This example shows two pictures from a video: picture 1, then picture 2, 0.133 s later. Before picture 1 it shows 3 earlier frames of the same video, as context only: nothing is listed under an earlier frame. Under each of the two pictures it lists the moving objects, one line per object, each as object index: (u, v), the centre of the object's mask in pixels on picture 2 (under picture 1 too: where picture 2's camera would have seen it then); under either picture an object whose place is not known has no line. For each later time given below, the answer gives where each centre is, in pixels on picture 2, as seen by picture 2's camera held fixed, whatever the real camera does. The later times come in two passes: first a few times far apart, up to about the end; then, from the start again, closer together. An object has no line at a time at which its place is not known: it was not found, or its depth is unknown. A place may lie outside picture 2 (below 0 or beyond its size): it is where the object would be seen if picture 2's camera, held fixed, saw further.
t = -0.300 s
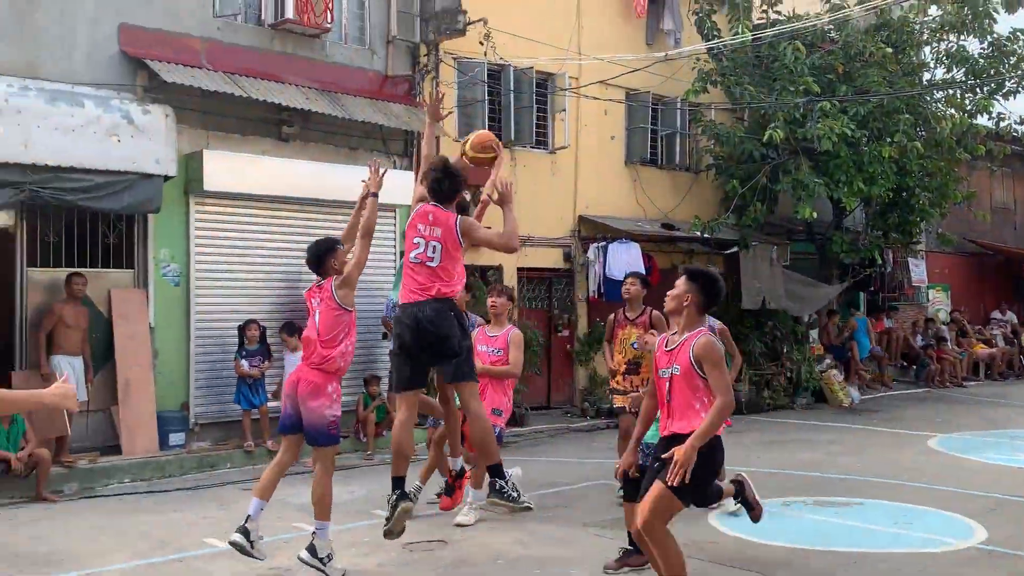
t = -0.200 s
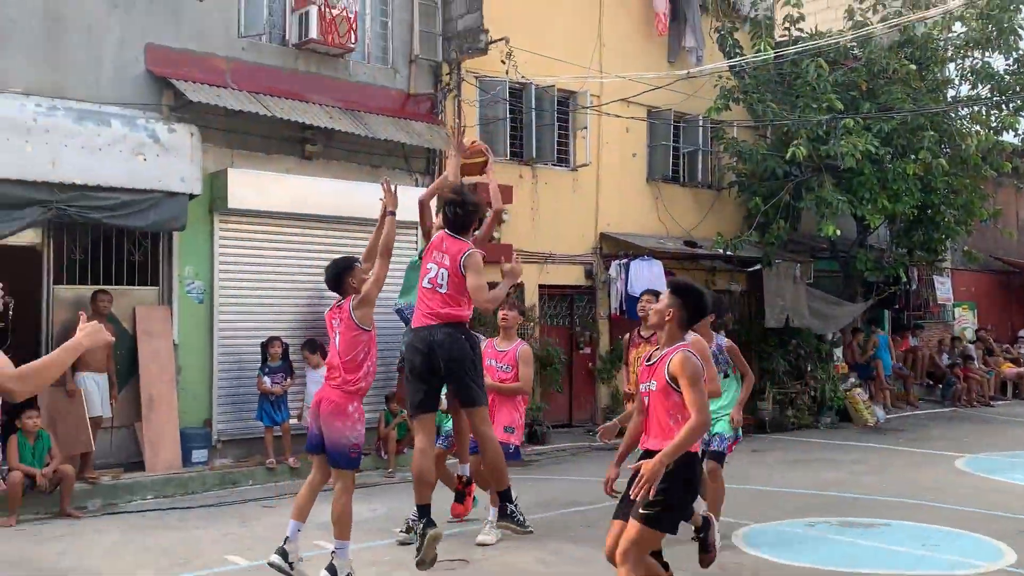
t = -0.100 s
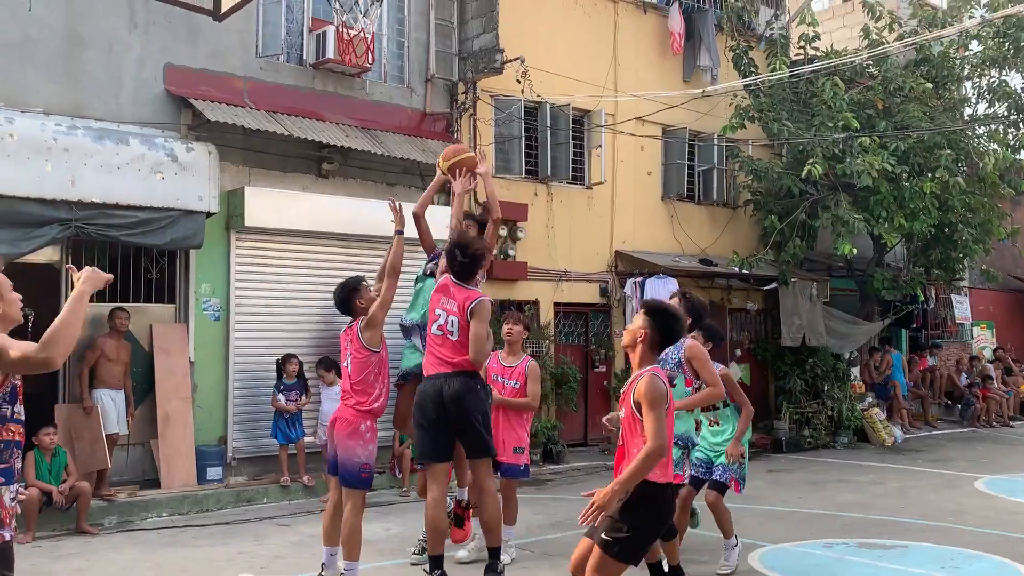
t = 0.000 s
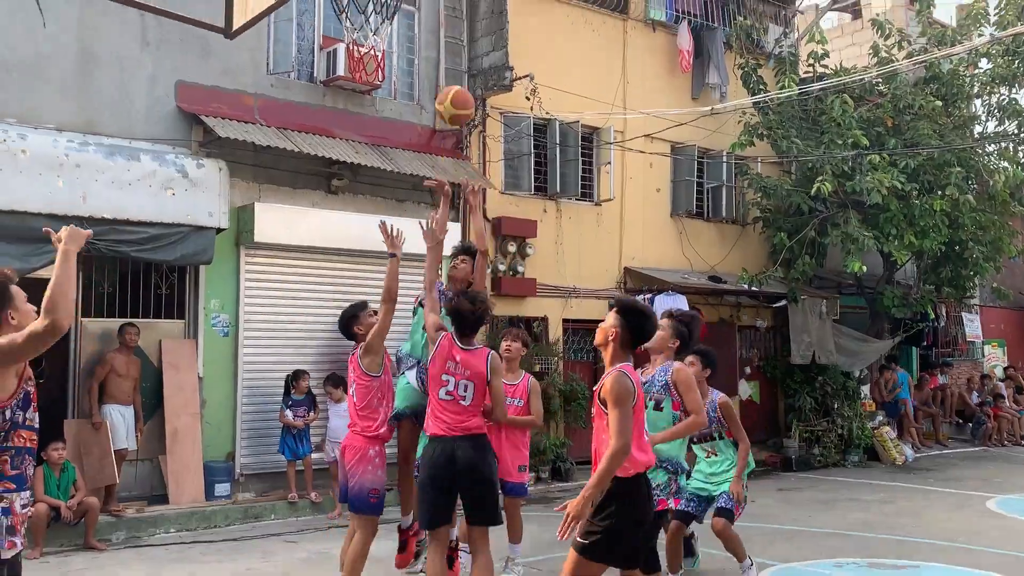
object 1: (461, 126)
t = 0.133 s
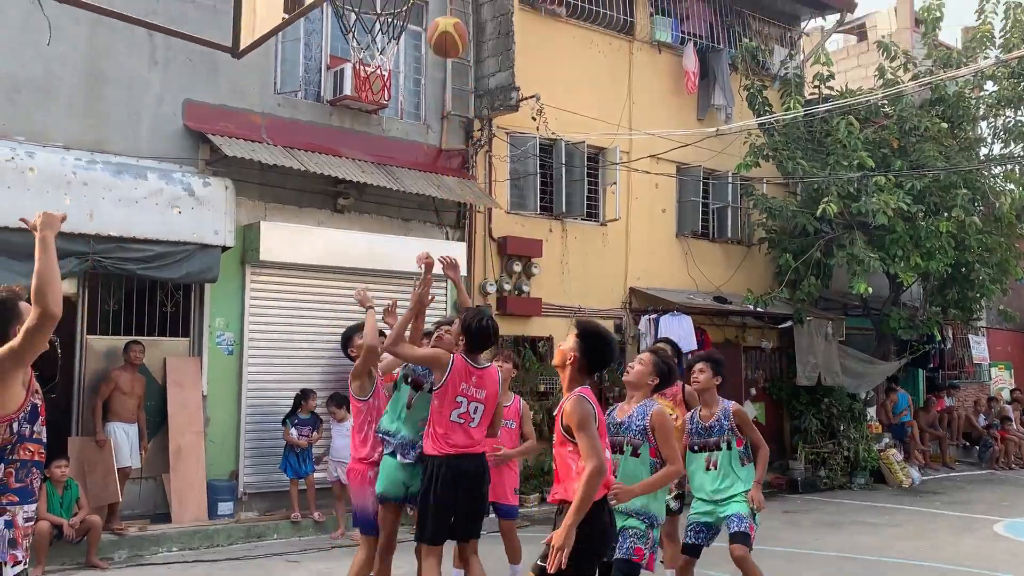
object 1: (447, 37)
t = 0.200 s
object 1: (439, 6)
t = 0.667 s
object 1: (384, -22)
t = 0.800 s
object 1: (354, 42)
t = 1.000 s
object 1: (362, 60)
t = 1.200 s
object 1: (378, 131)
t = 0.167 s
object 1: (443, 18)
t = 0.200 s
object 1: (439, 6)
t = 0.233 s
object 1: (436, -3)
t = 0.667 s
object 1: (384, -22)
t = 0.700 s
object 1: (373, -9)
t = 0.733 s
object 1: (366, 7)
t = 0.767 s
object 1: (358, 28)
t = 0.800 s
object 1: (354, 42)
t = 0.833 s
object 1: (354, 48)
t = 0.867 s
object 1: (355, 50)
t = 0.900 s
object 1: (356, 51)
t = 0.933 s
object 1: (357, 54)
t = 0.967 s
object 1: (360, 55)
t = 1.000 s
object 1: (362, 60)
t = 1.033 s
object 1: (365, 66)
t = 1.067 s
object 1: (368, 74)
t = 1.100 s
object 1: (369, 87)
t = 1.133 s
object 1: (373, 99)
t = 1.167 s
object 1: (376, 114)
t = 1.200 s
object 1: (378, 131)
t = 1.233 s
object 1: (381, 151)
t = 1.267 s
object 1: (383, 174)
